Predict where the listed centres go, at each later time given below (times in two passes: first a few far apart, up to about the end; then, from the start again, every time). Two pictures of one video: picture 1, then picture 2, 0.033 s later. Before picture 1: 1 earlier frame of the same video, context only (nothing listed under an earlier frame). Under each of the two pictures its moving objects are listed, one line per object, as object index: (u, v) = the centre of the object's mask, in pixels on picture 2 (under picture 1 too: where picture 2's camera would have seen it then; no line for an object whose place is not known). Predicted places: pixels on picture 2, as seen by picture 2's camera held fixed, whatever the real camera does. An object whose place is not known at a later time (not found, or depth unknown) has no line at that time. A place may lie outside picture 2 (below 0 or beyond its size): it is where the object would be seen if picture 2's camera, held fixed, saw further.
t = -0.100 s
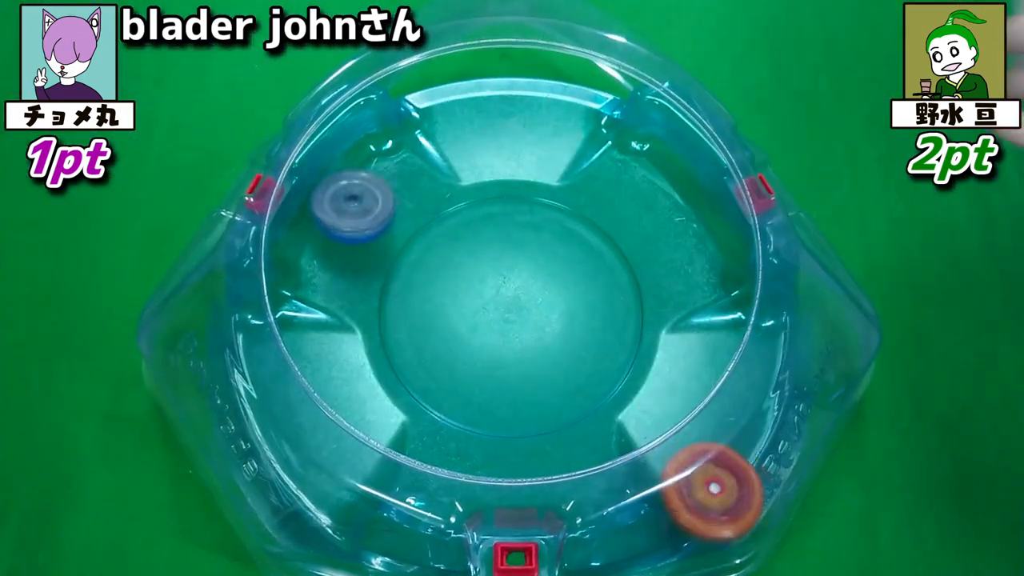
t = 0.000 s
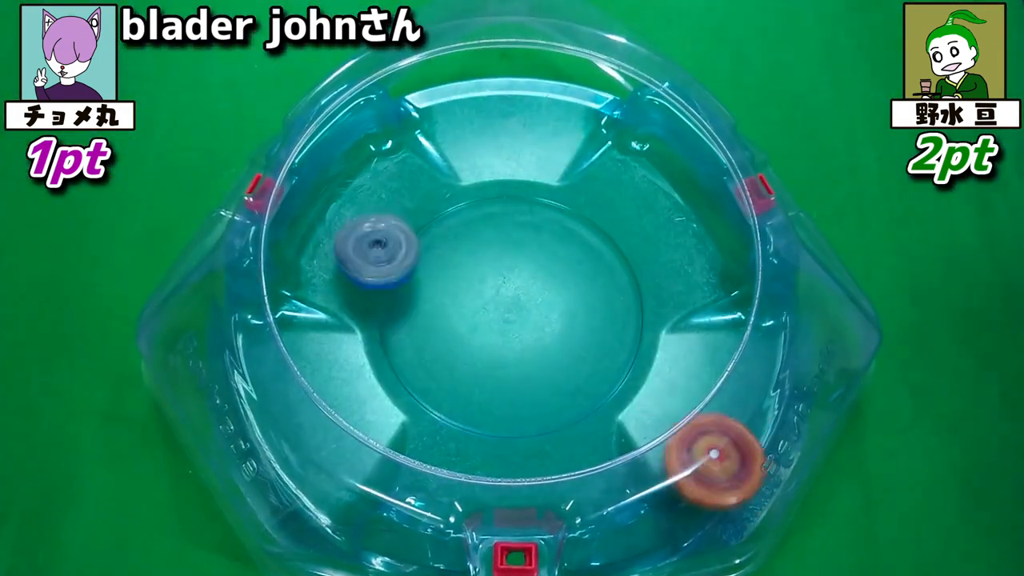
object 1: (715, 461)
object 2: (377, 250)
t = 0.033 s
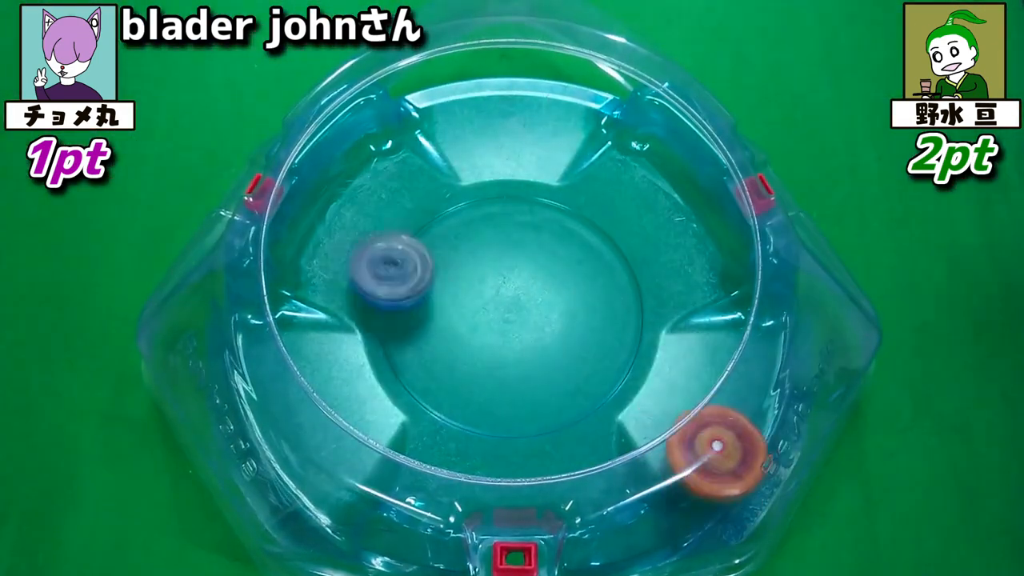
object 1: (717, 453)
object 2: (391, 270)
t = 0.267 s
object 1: (752, 422)
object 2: (543, 389)
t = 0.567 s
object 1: (771, 368)
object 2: (595, 290)
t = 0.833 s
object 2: (433, 204)
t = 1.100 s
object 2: (416, 359)
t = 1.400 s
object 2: (565, 428)
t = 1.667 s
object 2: (541, 326)
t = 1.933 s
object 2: (437, 208)
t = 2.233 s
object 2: (417, 401)
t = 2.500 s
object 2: (718, 374)
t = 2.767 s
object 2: (769, 352)
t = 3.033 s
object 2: (706, 313)
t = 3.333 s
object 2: (621, 348)
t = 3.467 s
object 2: (599, 322)
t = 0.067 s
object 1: (721, 446)
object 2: (407, 292)
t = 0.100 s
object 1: (724, 440)
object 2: (427, 314)
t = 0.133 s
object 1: (728, 435)
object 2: (452, 335)
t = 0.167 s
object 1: (732, 431)
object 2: (474, 353)
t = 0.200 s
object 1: (738, 428)
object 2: (497, 370)
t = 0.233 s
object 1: (746, 426)
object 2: (522, 383)
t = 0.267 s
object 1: (752, 422)
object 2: (543, 389)
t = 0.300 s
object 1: (760, 419)
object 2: (563, 392)
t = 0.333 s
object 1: (767, 416)
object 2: (581, 391)
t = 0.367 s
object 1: (766, 412)
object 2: (595, 384)
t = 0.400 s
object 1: (764, 406)
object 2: (605, 376)
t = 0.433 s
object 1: (763, 400)
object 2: (612, 361)
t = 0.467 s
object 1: (764, 392)
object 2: (613, 346)
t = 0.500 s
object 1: (765, 385)
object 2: (611, 329)
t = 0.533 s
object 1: (768, 376)
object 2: (605, 309)
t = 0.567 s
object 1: (771, 368)
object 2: (595, 290)
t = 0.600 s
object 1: (774, 360)
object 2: (579, 271)
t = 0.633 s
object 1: (768, 349)
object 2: (563, 254)
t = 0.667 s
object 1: (768, 342)
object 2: (542, 238)
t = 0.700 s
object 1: (769, 335)
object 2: (521, 224)
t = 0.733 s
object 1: (768, 327)
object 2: (498, 213)
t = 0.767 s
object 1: (770, 330)
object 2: (476, 206)
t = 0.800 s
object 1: (770, 335)
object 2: (453, 202)
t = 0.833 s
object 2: (433, 204)
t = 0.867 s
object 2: (418, 212)
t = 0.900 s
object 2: (405, 227)
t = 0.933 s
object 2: (393, 242)
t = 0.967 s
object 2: (385, 263)
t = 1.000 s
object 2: (380, 285)
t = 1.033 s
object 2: (382, 311)
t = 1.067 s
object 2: (393, 335)
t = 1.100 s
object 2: (416, 359)
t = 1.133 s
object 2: (441, 377)
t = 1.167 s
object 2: (471, 391)
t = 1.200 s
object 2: (503, 400)
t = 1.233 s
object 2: (533, 402)
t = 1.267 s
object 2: (565, 400)
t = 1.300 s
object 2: (592, 392)
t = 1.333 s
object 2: (590, 402)
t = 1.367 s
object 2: (578, 418)
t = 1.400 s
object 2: (565, 428)
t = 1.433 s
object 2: (553, 430)
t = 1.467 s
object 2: (545, 427)
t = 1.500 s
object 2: (539, 420)
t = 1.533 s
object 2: (535, 409)
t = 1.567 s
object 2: (534, 391)
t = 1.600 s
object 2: (536, 370)
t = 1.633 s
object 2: (539, 348)
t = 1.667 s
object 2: (541, 326)
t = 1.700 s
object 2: (539, 304)
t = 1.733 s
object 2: (532, 281)
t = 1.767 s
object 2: (523, 260)
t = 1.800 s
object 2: (509, 242)
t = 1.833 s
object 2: (494, 227)
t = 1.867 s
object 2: (476, 217)
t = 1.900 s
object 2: (456, 210)
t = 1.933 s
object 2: (437, 208)
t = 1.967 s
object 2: (421, 213)
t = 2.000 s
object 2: (407, 225)
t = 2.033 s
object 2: (395, 242)
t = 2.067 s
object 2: (384, 264)
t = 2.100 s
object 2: (376, 290)
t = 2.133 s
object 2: (374, 318)
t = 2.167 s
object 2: (380, 348)
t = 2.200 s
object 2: (394, 376)
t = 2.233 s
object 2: (417, 401)
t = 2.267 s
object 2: (447, 422)
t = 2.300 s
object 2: (484, 436)
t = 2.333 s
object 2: (525, 440)
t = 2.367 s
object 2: (569, 435)
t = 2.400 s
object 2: (610, 422)
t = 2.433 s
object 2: (649, 405)
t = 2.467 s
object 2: (688, 393)
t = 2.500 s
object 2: (718, 374)
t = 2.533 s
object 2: (741, 354)
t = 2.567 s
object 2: (763, 333)
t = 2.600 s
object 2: (773, 339)
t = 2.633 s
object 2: (779, 346)
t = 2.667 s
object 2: (780, 350)
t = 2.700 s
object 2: (778, 352)
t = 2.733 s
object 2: (778, 354)
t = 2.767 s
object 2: (769, 352)
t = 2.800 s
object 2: (765, 349)
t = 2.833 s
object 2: (758, 345)
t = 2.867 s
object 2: (749, 340)
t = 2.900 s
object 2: (741, 335)
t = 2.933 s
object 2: (734, 331)
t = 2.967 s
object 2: (725, 324)
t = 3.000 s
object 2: (713, 317)
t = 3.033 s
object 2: (706, 313)
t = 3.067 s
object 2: (695, 312)
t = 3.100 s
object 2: (677, 316)
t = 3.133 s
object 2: (657, 321)
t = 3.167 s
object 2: (635, 324)
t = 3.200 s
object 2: (612, 324)
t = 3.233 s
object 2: (617, 335)
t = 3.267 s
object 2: (622, 342)
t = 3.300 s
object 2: (624, 347)
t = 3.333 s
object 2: (621, 348)
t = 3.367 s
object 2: (615, 345)
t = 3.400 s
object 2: (610, 338)
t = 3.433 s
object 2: (604, 330)
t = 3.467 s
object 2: (599, 322)
